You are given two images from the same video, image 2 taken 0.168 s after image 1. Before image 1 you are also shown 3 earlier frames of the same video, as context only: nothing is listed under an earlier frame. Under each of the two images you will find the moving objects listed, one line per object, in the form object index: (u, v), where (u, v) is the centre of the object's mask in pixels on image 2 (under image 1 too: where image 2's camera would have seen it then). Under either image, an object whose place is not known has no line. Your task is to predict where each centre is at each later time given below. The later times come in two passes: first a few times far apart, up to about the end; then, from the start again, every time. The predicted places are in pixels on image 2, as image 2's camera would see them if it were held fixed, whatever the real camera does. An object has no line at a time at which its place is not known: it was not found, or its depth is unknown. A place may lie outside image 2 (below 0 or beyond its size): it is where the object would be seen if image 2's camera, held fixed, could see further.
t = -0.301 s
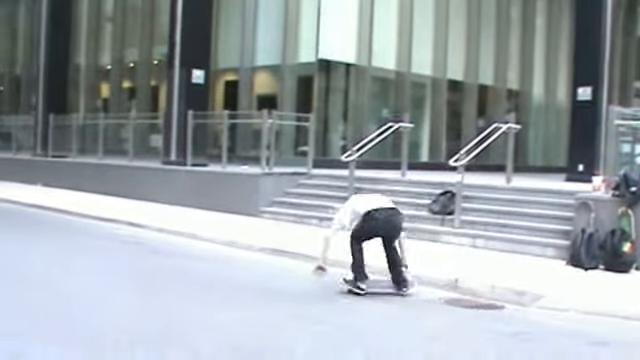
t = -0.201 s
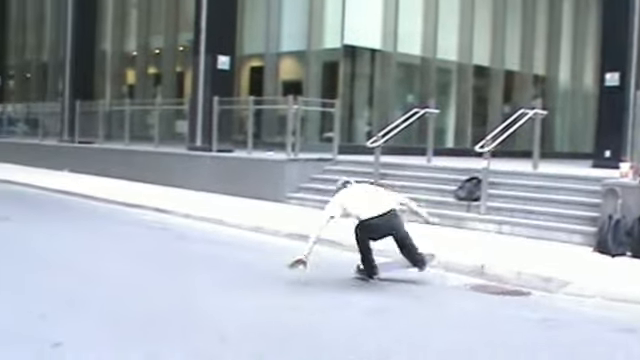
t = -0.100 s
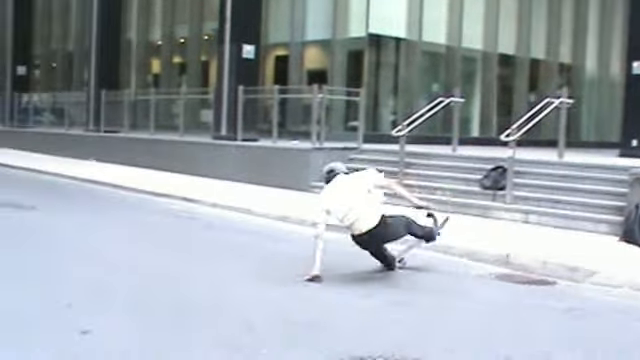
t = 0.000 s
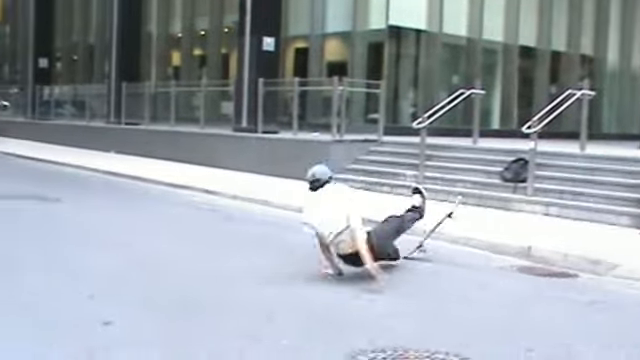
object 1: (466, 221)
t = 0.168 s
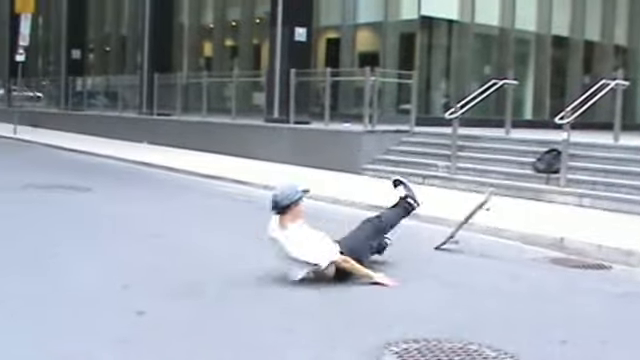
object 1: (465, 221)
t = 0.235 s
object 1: (467, 227)
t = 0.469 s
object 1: (484, 248)
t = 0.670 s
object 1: (493, 251)
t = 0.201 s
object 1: (465, 225)
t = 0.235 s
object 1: (467, 227)
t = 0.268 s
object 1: (468, 230)
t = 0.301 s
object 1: (470, 234)
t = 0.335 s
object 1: (470, 237)
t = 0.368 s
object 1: (474, 241)
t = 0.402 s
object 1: (477, 247)
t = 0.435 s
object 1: (481, 248)
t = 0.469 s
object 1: (484, 248)
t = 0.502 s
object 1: (485, 248)
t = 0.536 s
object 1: (486, 248)
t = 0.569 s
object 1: (485, 249)
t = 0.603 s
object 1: (489, 250)
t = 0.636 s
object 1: (492, 250)
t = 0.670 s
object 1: (493, 251)
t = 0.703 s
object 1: (498, 251)
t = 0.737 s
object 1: (500, 251)
